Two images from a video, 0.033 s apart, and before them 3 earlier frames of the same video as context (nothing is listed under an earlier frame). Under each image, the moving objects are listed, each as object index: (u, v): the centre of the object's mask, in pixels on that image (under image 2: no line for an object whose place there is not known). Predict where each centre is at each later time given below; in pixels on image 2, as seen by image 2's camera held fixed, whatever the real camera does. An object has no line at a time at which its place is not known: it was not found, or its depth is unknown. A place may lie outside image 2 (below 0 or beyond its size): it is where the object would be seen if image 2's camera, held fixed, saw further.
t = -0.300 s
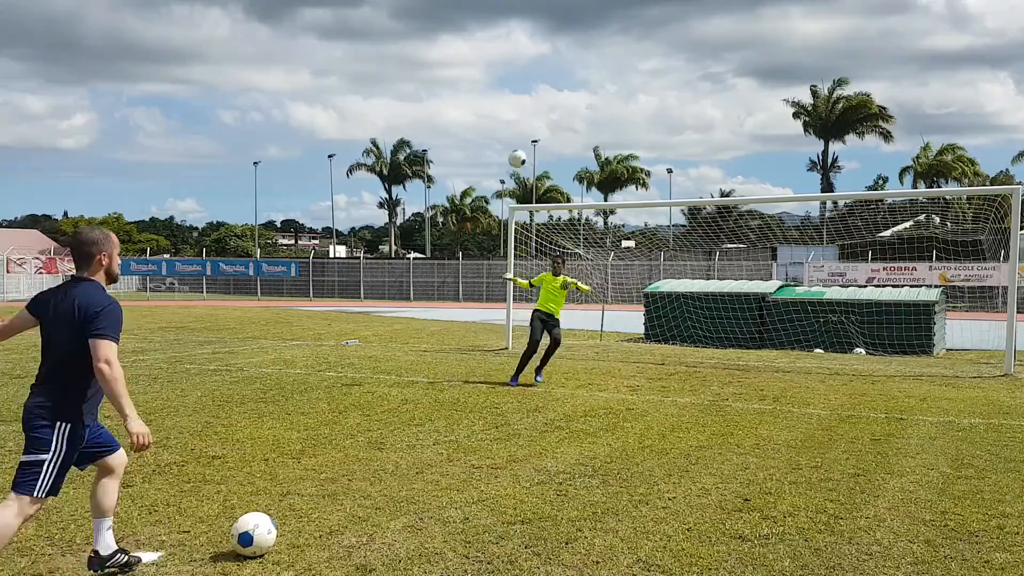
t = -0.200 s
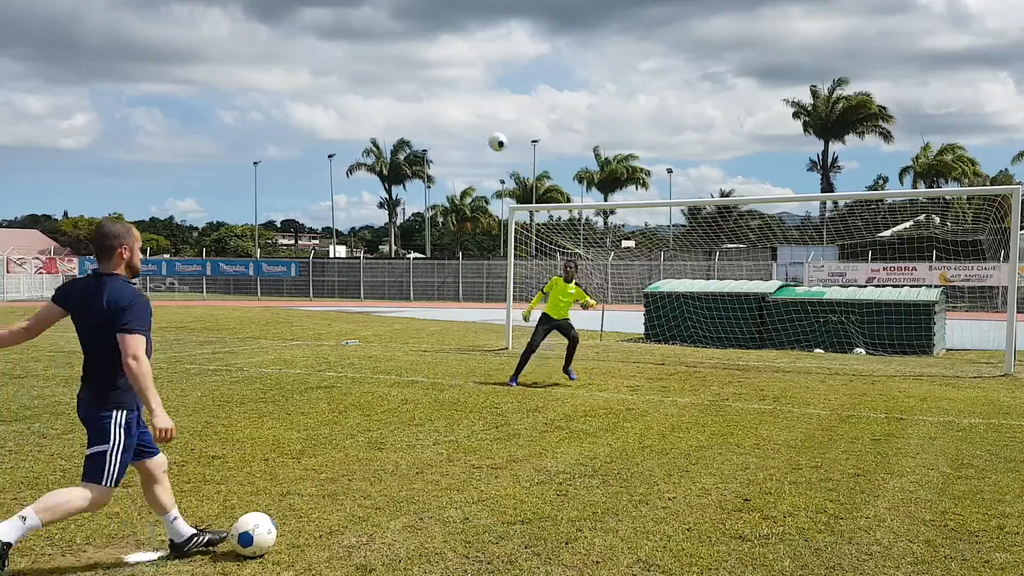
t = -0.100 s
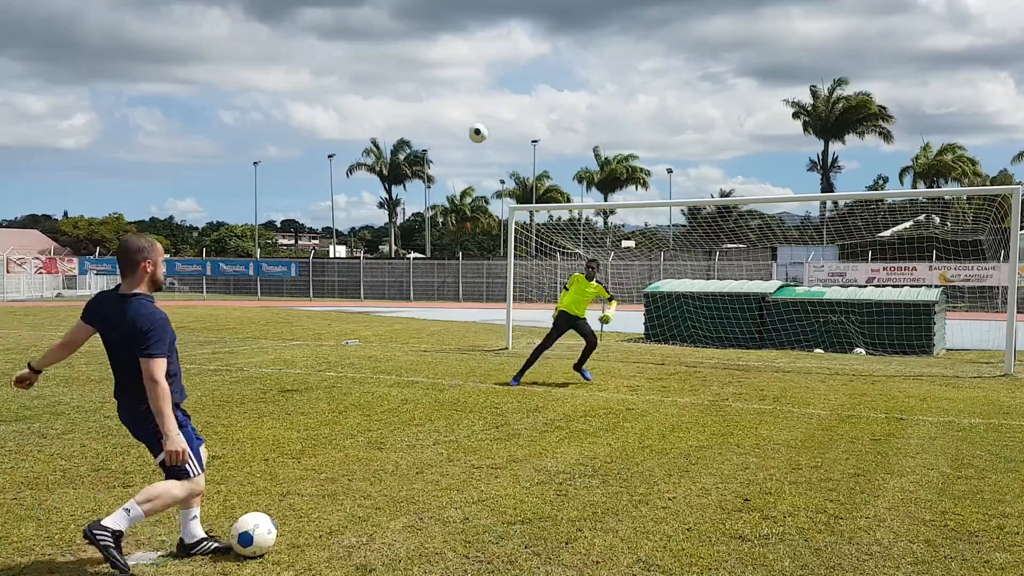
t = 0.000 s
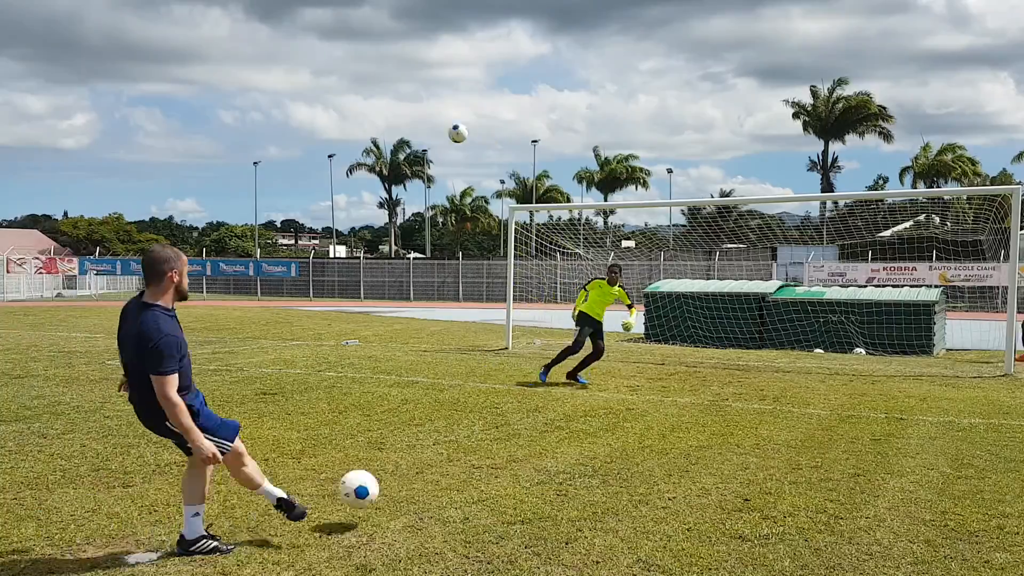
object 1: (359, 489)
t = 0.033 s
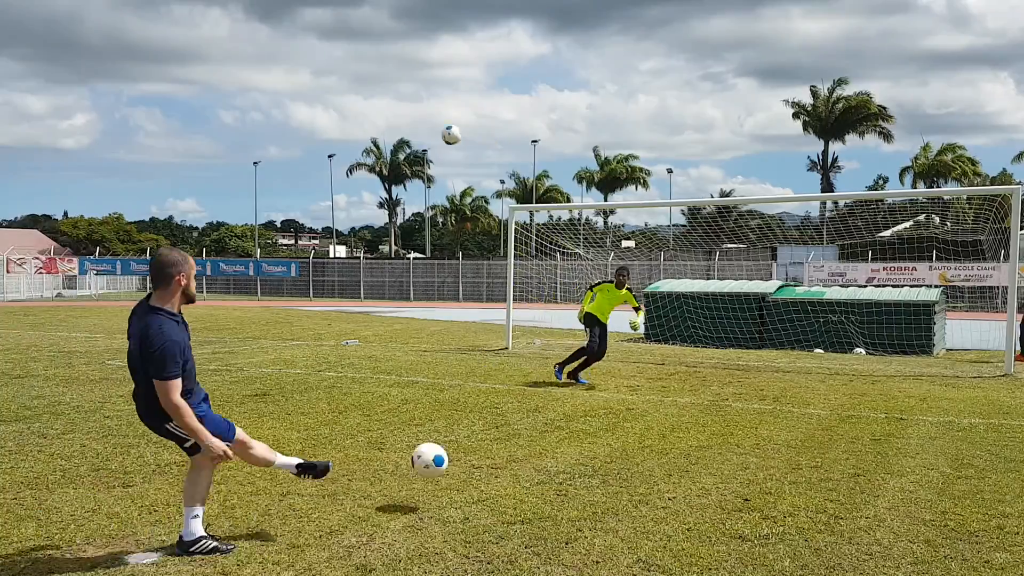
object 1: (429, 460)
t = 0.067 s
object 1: (491, 436)
